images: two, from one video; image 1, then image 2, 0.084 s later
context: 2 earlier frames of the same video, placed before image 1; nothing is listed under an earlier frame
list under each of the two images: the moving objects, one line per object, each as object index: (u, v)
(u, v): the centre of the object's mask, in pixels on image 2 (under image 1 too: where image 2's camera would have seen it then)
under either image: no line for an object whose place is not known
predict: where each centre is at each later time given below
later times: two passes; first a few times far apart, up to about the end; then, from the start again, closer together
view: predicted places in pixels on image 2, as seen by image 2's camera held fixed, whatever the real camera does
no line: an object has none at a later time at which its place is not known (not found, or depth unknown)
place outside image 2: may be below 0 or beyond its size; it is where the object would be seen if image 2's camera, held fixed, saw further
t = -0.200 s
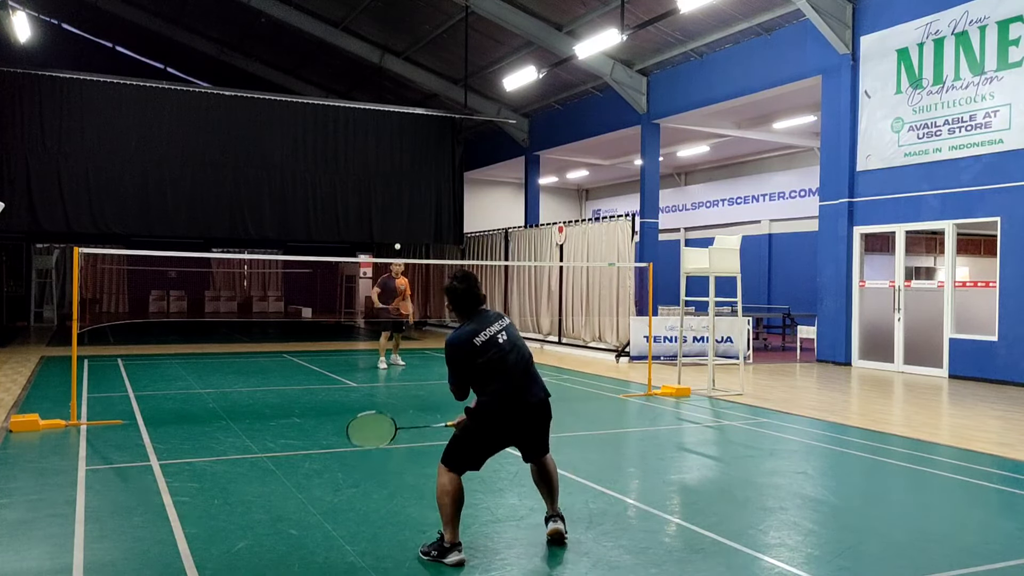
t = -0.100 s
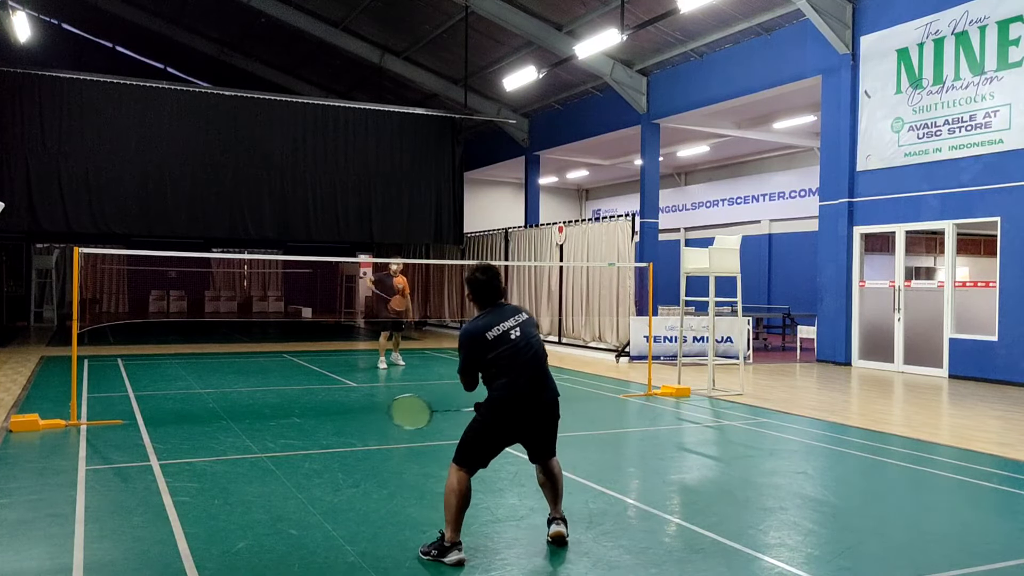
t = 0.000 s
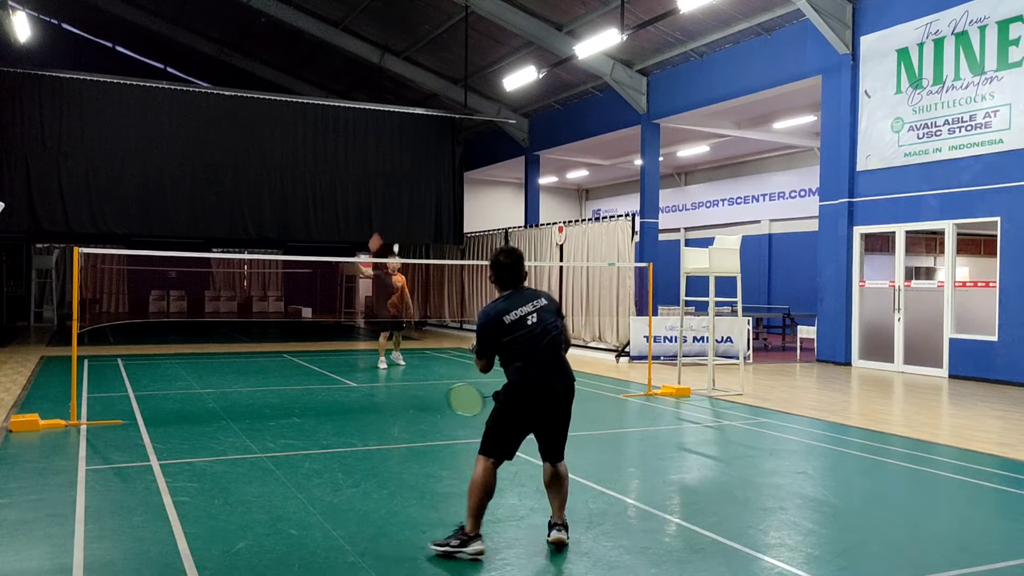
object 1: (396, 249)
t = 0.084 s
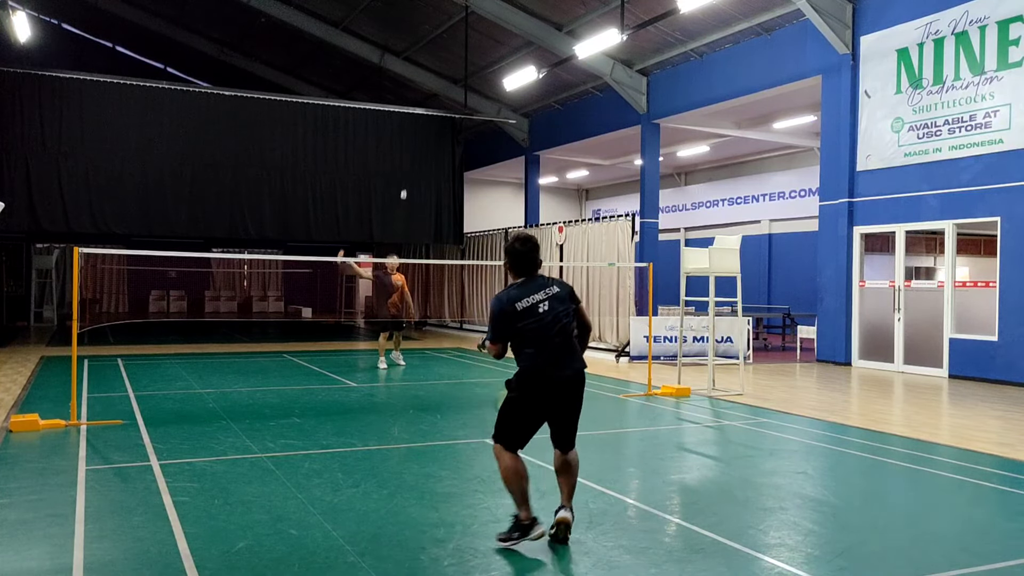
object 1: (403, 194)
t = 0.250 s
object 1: (419, 109)
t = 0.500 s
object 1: (438, 38)
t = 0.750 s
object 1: (457, 35)
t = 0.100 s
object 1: (405, 185)
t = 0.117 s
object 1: (407, 175)
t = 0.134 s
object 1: (408, 166)
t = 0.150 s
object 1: (410, 157)
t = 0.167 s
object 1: (412, 148)
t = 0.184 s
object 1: (413, 140)
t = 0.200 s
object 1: (415, 132)
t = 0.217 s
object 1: (416, 124)
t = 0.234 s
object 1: (418, 117)
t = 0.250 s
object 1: (419, 109)
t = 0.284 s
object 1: (422, 97)
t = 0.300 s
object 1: (424, 90)
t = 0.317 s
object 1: (425, 85)
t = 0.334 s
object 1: (426, 79)
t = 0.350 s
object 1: (428, 74)
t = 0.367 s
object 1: (429, 69)
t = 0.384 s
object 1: (430, 64)
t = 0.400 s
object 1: (431, 60)
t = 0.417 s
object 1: (433, 56)
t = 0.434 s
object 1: (434, 52)
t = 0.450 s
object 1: (435, 48)
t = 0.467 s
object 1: (436, 44)
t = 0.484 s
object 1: (437, 41)
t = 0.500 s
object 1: (438, 38)
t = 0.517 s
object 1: (439, 36)
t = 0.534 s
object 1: (441, 33)
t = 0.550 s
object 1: (442, 32)
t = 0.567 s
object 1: (443, 30)
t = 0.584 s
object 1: (444, 28)
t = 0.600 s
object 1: (446, 27)
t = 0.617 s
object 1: (447, 27)
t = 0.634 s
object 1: (448, 26)
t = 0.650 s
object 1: (450, 26)
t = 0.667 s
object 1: (451, 27)
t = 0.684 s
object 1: (452, 28)
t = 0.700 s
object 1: (454, 29)
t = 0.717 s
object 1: (455, 30)
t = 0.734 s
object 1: (456, 32)
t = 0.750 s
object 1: (457, 35)
